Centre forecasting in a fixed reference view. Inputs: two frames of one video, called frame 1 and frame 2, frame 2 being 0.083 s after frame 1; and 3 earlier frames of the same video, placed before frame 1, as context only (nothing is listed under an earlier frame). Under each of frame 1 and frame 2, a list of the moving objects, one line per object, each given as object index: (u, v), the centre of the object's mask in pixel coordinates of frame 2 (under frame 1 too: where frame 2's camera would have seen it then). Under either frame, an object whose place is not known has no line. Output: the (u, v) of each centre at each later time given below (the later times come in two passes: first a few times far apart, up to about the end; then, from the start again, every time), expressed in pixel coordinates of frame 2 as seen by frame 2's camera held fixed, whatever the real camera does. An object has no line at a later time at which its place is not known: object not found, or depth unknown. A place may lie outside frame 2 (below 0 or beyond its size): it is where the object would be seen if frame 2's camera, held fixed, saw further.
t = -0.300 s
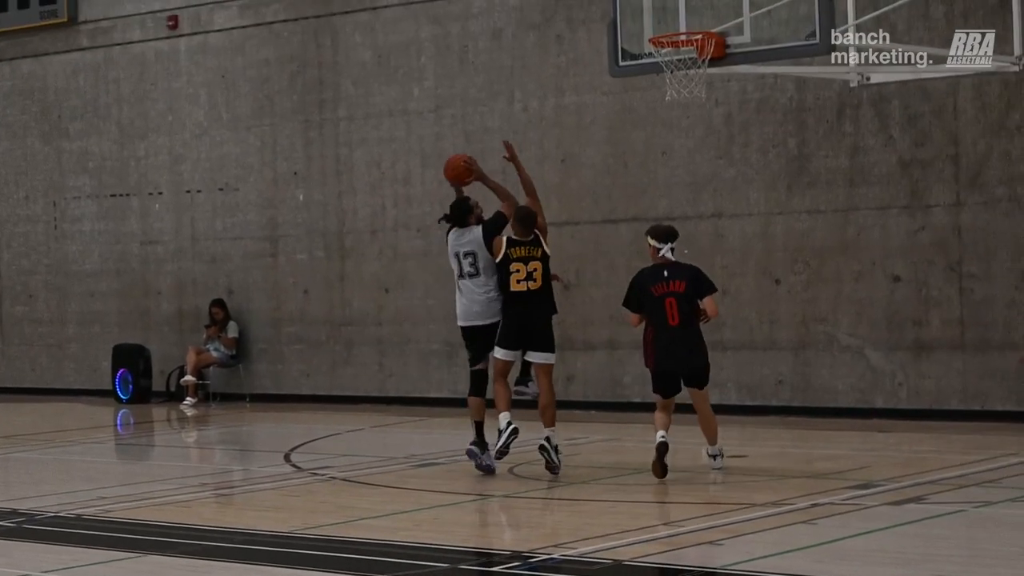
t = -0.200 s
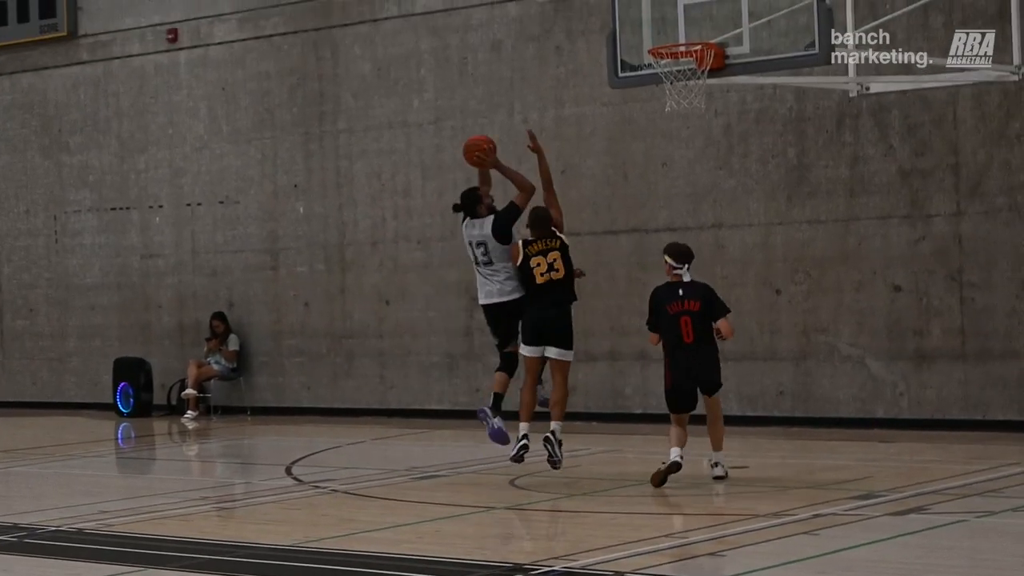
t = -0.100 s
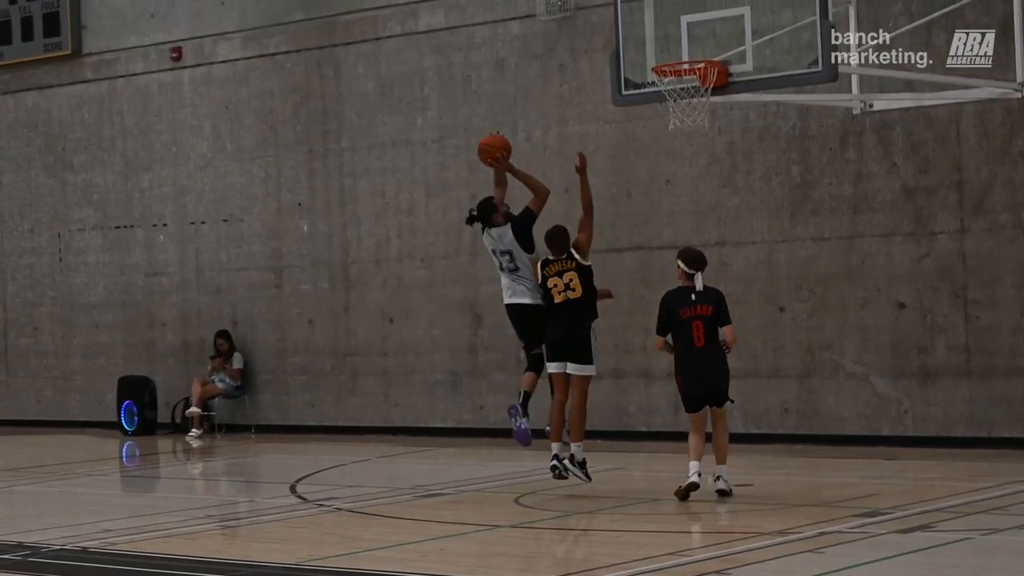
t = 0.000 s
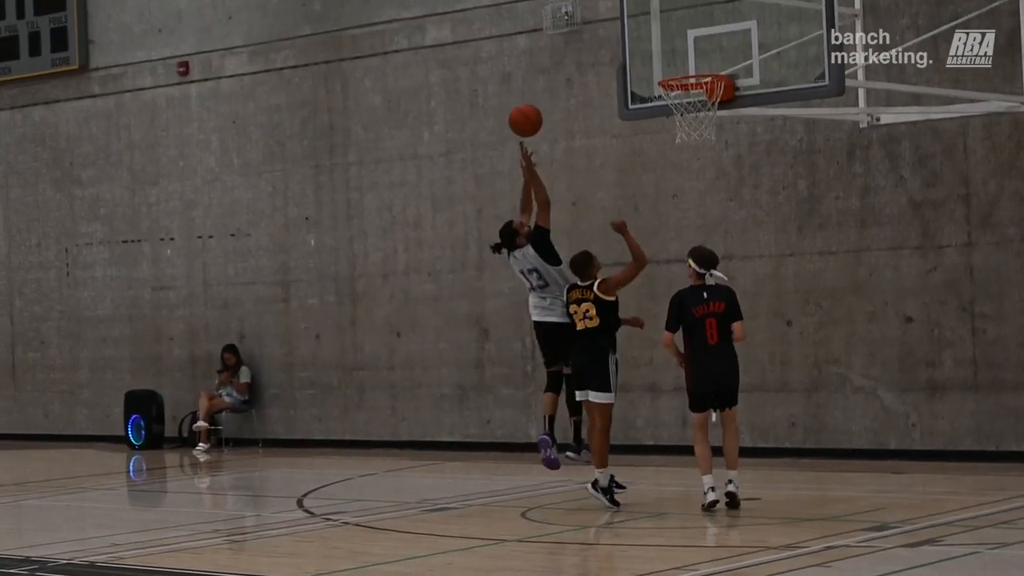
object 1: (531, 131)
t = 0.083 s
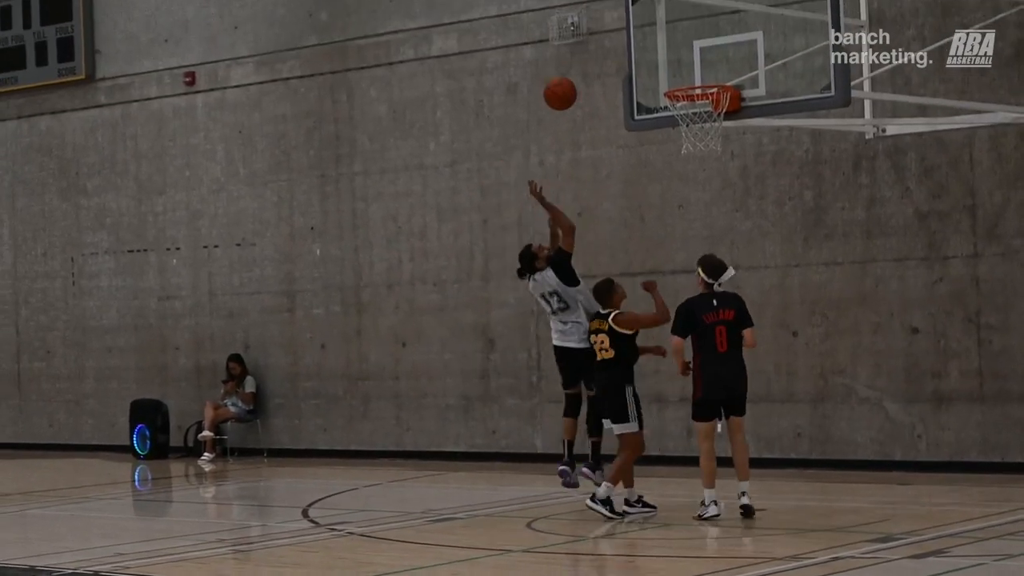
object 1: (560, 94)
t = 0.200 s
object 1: (601, 58)
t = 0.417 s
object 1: (676, 41)
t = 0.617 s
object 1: (686, 75)
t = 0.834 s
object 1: (692, 131)
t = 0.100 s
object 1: (566, 87)
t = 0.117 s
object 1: (572, 81)
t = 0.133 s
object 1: (577, 76)
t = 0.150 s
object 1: (583, 71)
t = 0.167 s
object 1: (589, 66)
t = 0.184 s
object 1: (595, 62)
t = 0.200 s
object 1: (601, 58)
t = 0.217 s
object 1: (606, 54)
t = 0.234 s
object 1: (612, 51)
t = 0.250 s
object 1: (618, 48)
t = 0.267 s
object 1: (624, 46)
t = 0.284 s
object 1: (629, 44)
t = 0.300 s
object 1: (635, 42)
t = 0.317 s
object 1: (641, 41)
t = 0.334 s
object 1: (647, 40)
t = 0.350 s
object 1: (653, 39)
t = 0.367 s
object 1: (659, 39)
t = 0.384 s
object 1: (664, 39)
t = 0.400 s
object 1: (670, 40)
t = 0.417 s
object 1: (676, 41)
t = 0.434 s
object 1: (682, 42)
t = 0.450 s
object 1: (688, 44)
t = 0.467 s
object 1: (691, 46)
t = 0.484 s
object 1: (691, 48)
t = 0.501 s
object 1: (690, 50)
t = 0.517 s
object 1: (690, 53)
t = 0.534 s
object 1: (689, 56)
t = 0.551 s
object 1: (688, 60)
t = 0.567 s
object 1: (688, 64)
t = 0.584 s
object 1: (687, 68)
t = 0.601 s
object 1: (687, 72)
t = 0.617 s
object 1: (686, 75)
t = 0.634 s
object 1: (685, 78)
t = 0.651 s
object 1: (685, 89)
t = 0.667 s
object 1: (685, 95)
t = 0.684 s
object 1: (684, 102)
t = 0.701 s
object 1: (684, 107)
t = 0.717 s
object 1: (684, 112)
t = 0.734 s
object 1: (684, 118)
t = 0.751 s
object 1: (685, 121)
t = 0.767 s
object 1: (686, 121)
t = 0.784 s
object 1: (687, 122)
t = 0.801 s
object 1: (688, 125)
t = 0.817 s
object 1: (690, 127)
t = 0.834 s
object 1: (692, 131)
